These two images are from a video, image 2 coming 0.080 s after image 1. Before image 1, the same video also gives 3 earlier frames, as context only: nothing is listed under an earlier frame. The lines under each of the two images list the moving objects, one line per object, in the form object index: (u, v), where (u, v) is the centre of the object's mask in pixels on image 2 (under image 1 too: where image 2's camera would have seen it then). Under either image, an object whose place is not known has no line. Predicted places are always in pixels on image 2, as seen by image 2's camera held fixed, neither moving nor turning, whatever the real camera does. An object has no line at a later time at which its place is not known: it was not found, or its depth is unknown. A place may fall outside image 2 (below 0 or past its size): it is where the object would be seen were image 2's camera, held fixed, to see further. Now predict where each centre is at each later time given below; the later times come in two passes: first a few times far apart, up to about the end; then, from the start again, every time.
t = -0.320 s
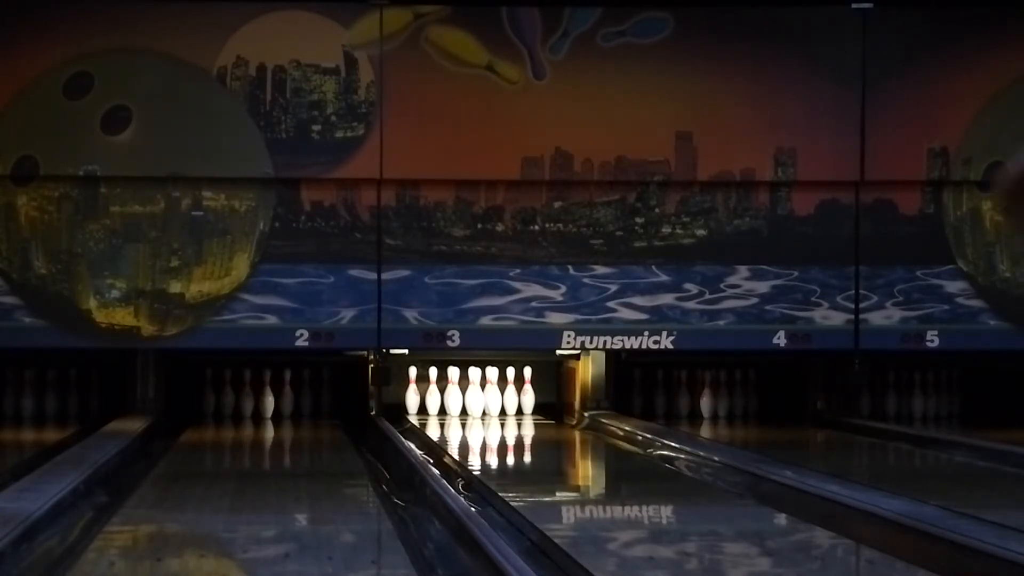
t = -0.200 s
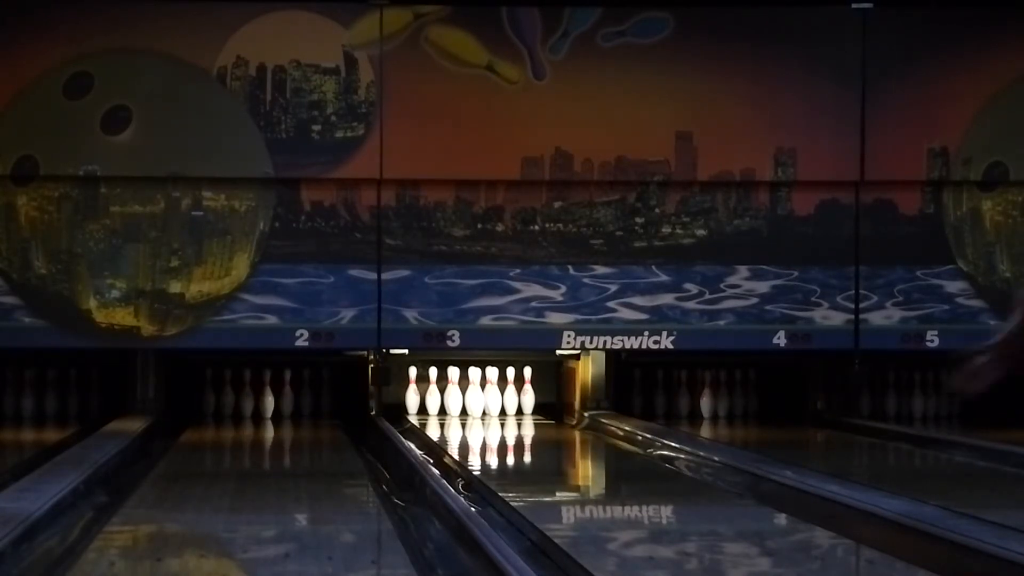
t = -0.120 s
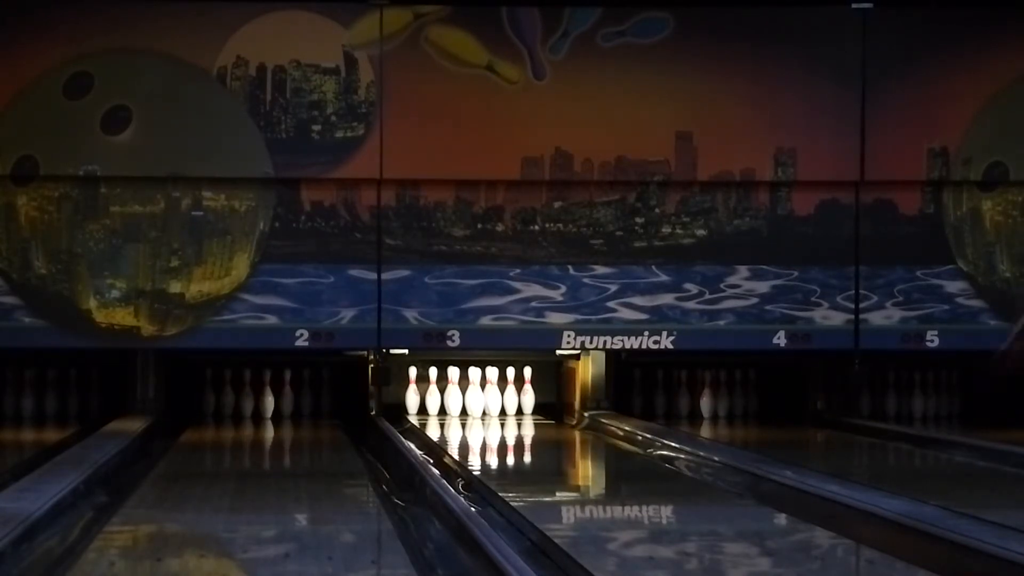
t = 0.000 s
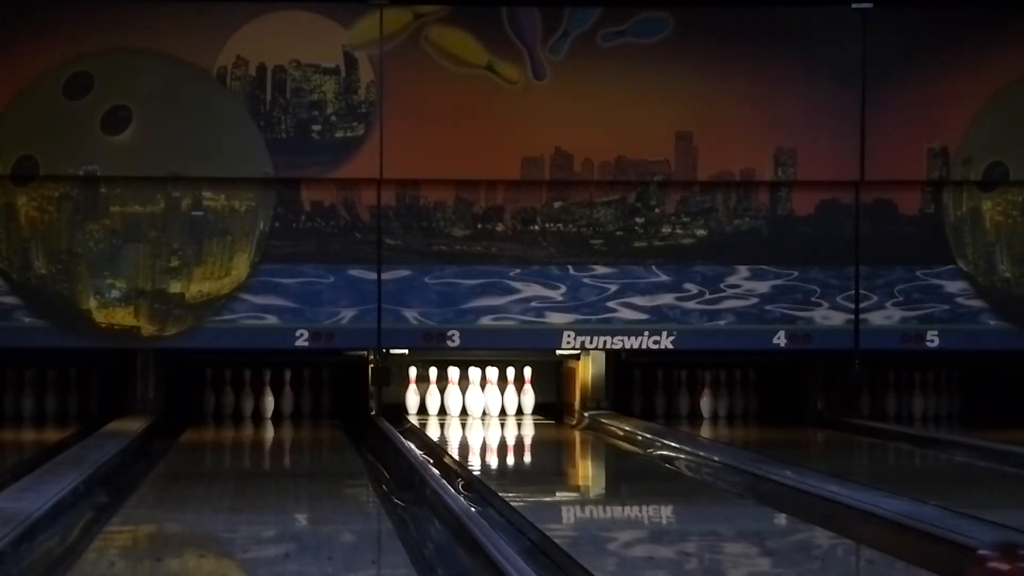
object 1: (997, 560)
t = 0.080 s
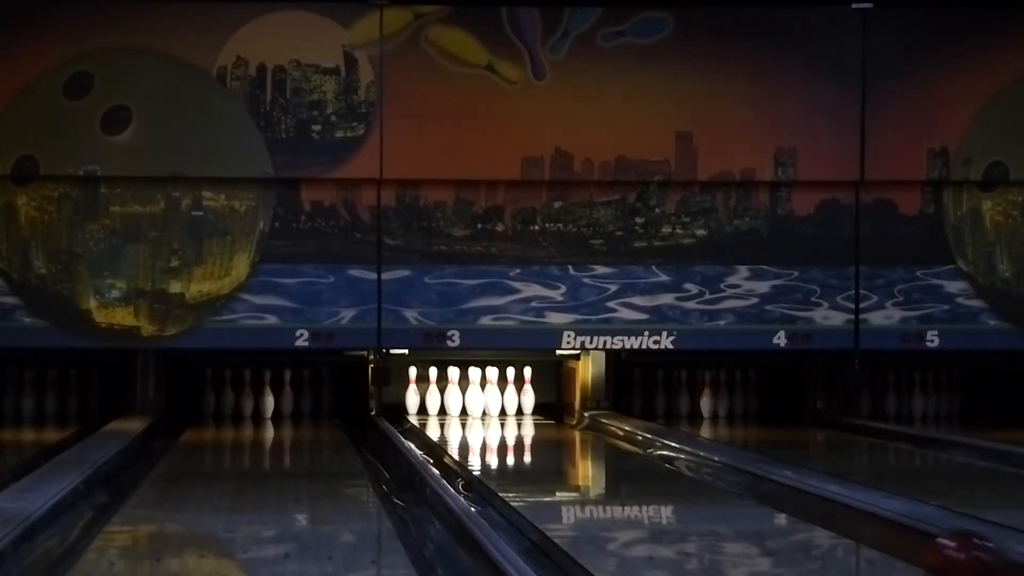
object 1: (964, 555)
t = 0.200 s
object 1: (905, 544)
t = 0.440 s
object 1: (817, 510)
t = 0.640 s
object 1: (762, 488)
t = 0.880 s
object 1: (708, 466)
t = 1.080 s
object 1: (673, 454)
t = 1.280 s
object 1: (642, 443)
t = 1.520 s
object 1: (609, 431)
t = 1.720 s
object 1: (586, 424)
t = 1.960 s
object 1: (560, 416)
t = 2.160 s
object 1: (540, 413)
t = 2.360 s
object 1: (523, 406)
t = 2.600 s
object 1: (514, 402)
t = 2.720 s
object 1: (516, 402)
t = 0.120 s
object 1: (944, 552)
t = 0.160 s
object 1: (925, 548)
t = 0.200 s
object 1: (905, 544)
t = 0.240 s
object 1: (889, 539)
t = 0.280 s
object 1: (873, 533)
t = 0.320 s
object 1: (858, 526)
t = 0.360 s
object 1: (844, 521)
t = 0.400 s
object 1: (831, 515)
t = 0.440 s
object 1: (817, 510)
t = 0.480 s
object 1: (805, 505)
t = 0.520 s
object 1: (793, 500)
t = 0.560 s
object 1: (783, 495)
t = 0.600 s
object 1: (772, 491)
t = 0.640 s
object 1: (762, 488)
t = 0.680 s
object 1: (753, 485)
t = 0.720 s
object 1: (744, 480)
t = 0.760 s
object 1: (735, 476)
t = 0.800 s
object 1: (725, 473)
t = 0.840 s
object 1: (717, 469)
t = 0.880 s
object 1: (708, 466)
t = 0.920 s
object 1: (701, 464)
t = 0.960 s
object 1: (695, 461)
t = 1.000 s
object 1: (687, 459)
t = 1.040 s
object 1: (680, 456)
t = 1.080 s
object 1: (673, 454)
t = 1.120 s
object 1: (667, 450)
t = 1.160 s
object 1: (659, 448)
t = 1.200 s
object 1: (653, 447)
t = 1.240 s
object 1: (648, 445)
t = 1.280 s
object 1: (642, 443)
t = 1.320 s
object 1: (636, 440)
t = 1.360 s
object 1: (630, 439)
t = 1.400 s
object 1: (625, 437)
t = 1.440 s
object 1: (619, 434)
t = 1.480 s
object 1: (614, 434)
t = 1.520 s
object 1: (609, 431)
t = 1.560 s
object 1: (604, 429)
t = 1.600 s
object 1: (600, 427)
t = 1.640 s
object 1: (595, 426)
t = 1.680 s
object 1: (590, 425)
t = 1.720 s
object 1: (586, 424)
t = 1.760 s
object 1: (581, 423)
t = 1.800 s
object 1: (575, 421)
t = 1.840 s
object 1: (571, 419)
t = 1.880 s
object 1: (568, 417)
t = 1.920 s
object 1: (564, 417)
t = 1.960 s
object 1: (560, 416)
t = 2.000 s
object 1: (556, 415)
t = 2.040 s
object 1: (552, 414)
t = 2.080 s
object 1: (548, 414)
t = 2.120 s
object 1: (545, 414)
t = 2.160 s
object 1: (540, 413)
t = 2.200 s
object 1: (537, 411)
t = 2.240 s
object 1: (535, 409)
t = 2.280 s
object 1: (529, 408)
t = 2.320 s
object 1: (526, 407)
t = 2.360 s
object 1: (523, 406)
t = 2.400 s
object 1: (519, 406)
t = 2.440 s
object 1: (515, 405)
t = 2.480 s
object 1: (512, 404)
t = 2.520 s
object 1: (510, 404)
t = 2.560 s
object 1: (511, 403)
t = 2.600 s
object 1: (514, 402)
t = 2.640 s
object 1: (516, 402)
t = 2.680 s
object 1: (517, 402)
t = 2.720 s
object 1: (516, 402)
